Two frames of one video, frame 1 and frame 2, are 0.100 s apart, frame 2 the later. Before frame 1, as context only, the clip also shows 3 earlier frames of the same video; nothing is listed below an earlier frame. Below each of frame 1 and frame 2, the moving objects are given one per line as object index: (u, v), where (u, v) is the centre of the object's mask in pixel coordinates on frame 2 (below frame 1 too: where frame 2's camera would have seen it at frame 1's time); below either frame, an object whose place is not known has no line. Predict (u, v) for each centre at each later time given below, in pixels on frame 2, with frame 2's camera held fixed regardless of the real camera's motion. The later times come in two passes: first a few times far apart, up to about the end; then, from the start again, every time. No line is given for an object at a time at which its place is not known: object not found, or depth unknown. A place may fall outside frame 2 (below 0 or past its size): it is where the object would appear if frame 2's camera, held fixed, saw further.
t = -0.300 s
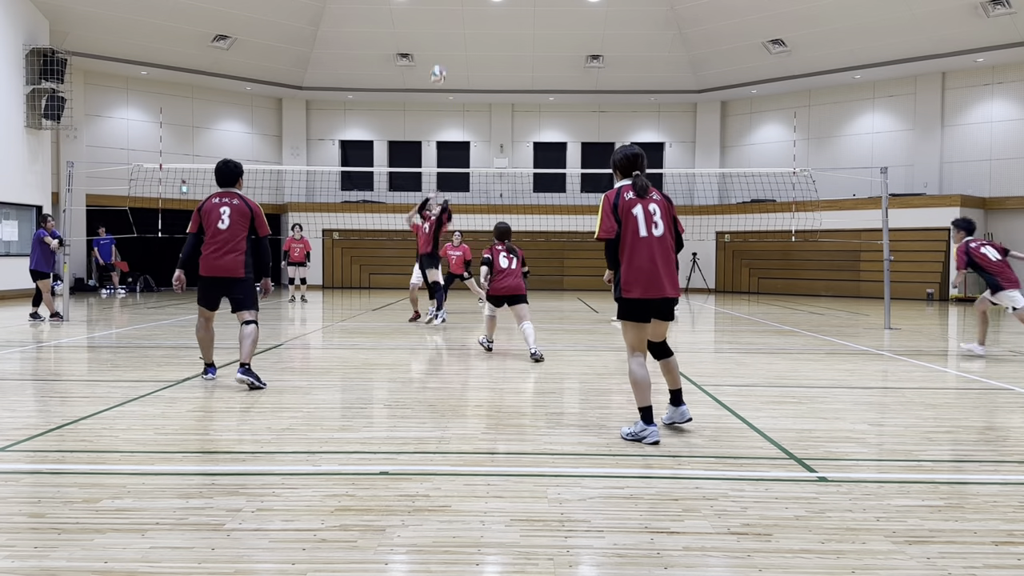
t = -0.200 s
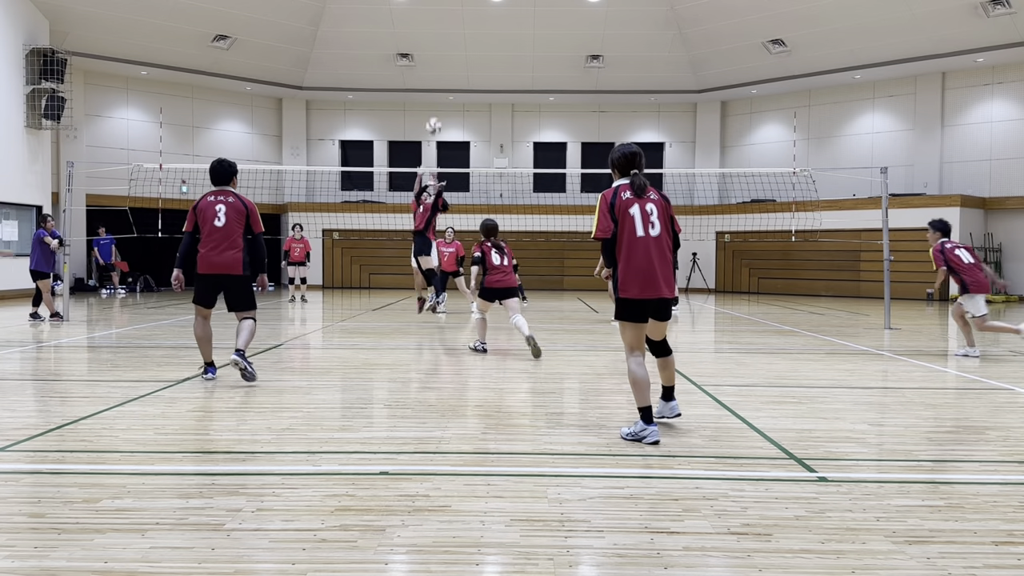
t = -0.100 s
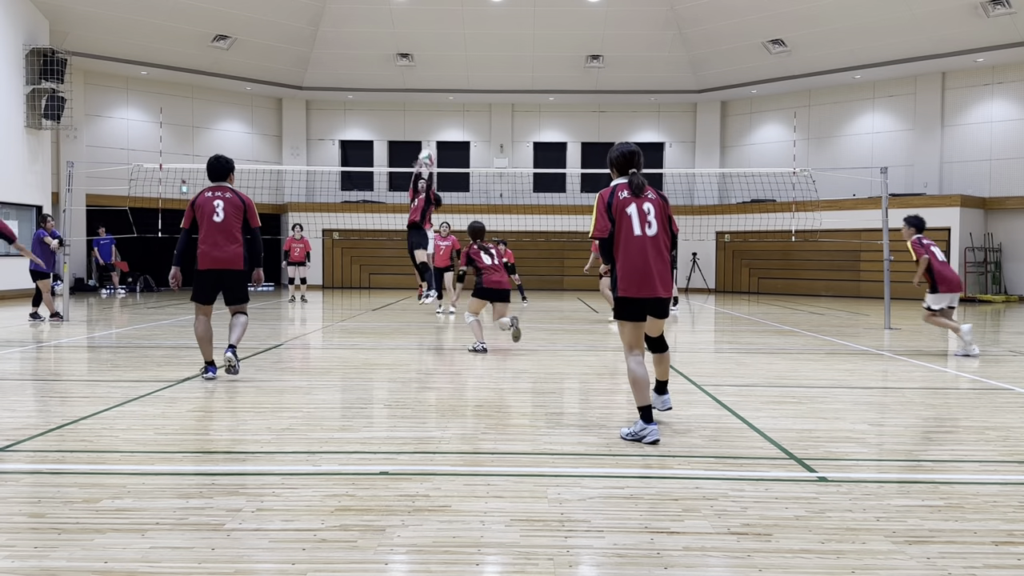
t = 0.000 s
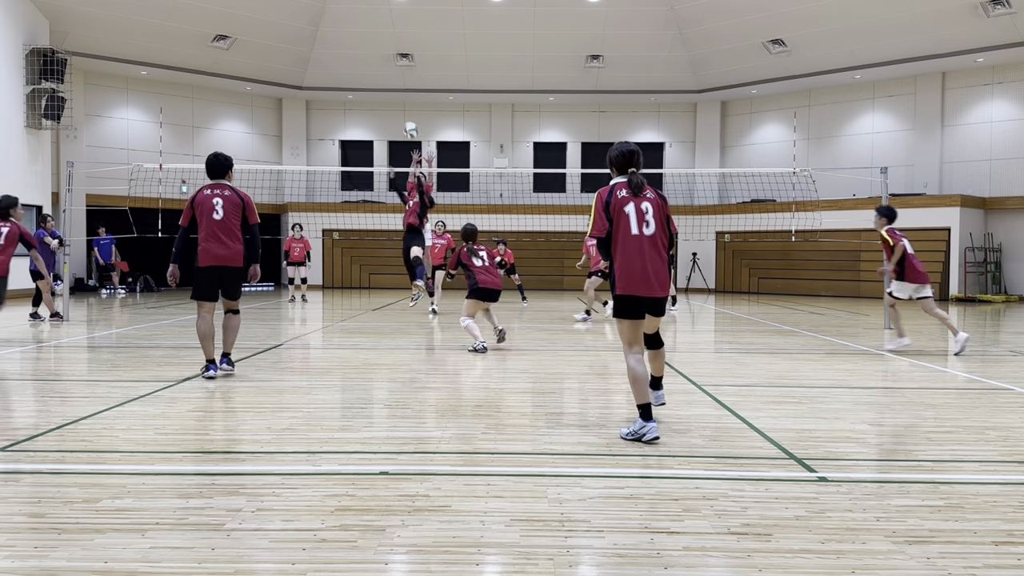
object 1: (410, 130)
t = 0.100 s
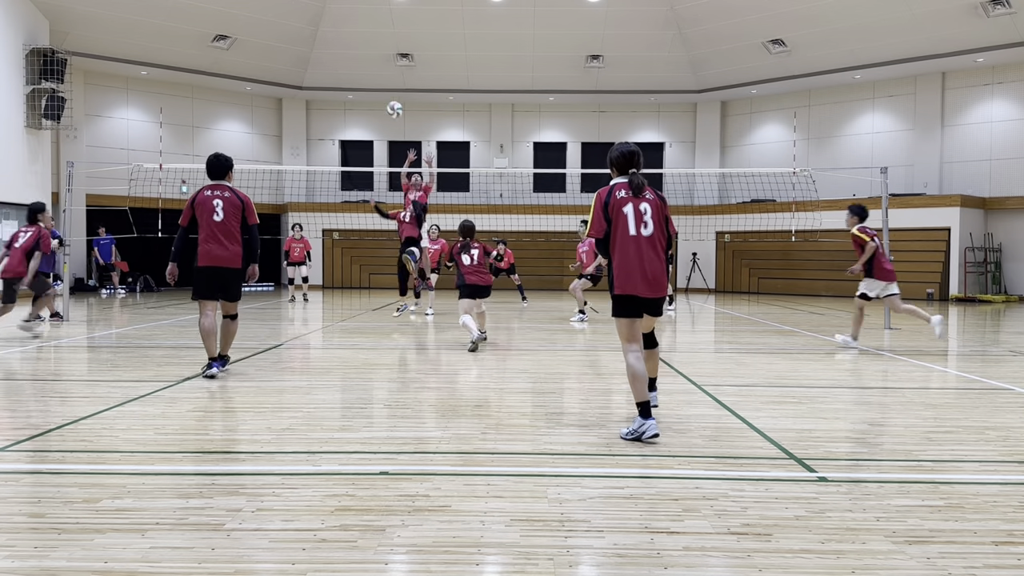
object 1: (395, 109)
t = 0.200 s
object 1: (379, 95)
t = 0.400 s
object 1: (346, 90)
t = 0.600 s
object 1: (314, 114)
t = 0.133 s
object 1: (389, 104)
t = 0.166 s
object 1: (384, 99)
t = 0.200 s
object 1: (379, 95)
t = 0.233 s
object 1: (373, 92)
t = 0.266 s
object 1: (368, 90)
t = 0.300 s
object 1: (363, 89)
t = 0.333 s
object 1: (357, 89)
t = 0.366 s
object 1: (351, 89)
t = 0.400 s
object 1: (346, 90)
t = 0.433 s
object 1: (342, 92)
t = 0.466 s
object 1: (336, 94)
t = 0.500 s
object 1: (331, 98)
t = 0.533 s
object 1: (325, 103)
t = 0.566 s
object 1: (319, 108)
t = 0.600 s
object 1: (314, 114)
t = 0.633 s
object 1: (308, 121)
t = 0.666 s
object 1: (304, 129)
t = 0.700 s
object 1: (298, 137)
